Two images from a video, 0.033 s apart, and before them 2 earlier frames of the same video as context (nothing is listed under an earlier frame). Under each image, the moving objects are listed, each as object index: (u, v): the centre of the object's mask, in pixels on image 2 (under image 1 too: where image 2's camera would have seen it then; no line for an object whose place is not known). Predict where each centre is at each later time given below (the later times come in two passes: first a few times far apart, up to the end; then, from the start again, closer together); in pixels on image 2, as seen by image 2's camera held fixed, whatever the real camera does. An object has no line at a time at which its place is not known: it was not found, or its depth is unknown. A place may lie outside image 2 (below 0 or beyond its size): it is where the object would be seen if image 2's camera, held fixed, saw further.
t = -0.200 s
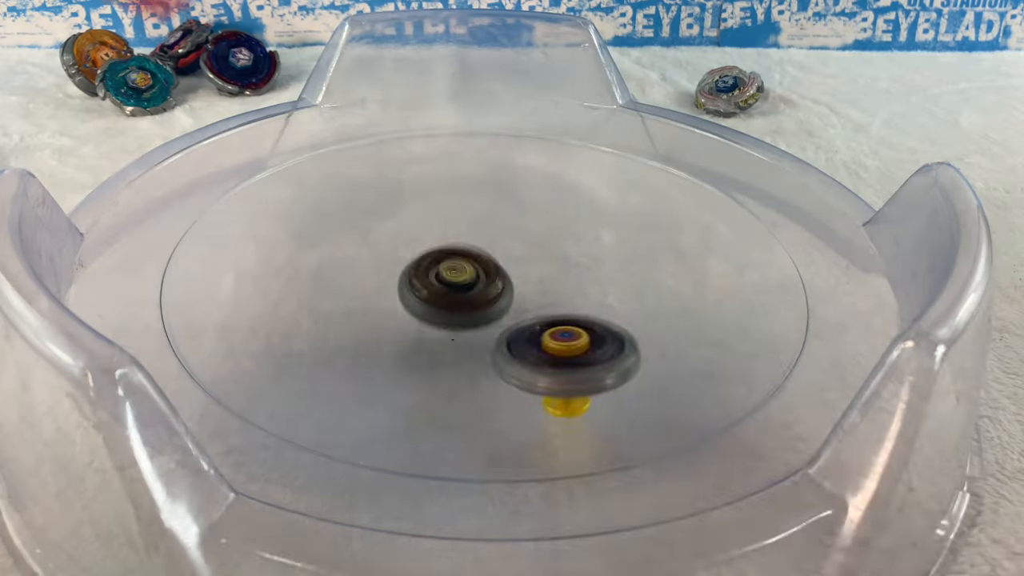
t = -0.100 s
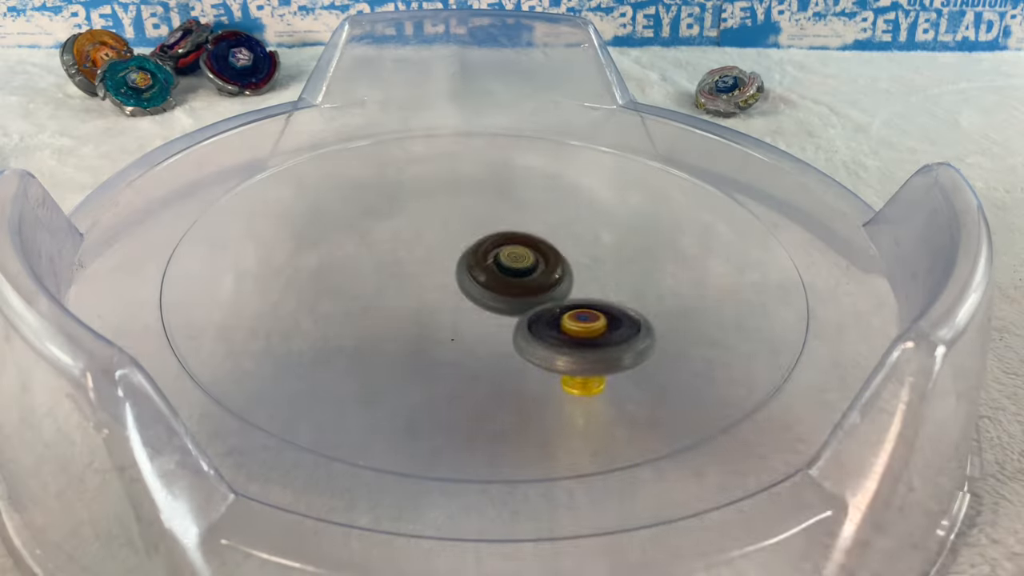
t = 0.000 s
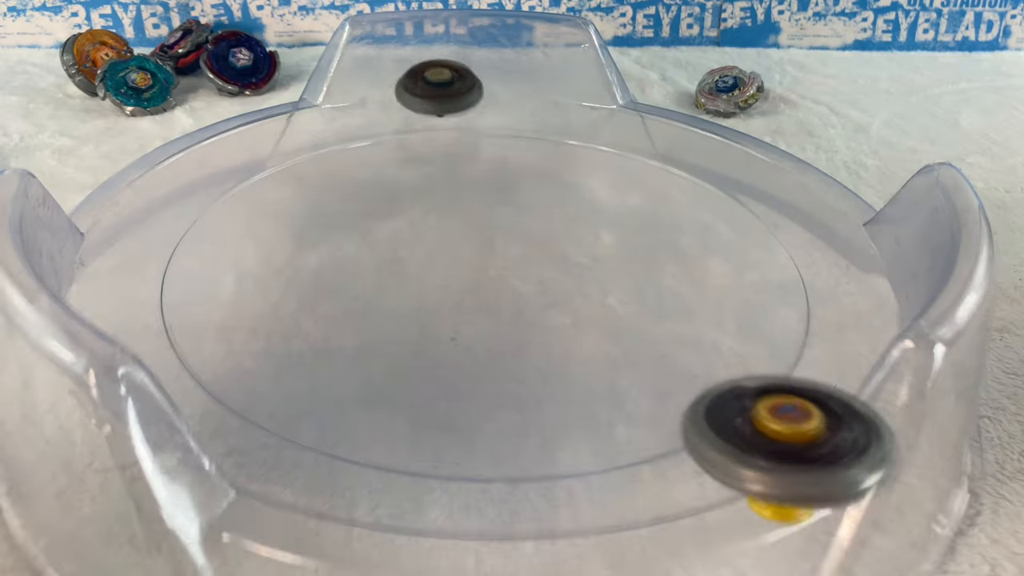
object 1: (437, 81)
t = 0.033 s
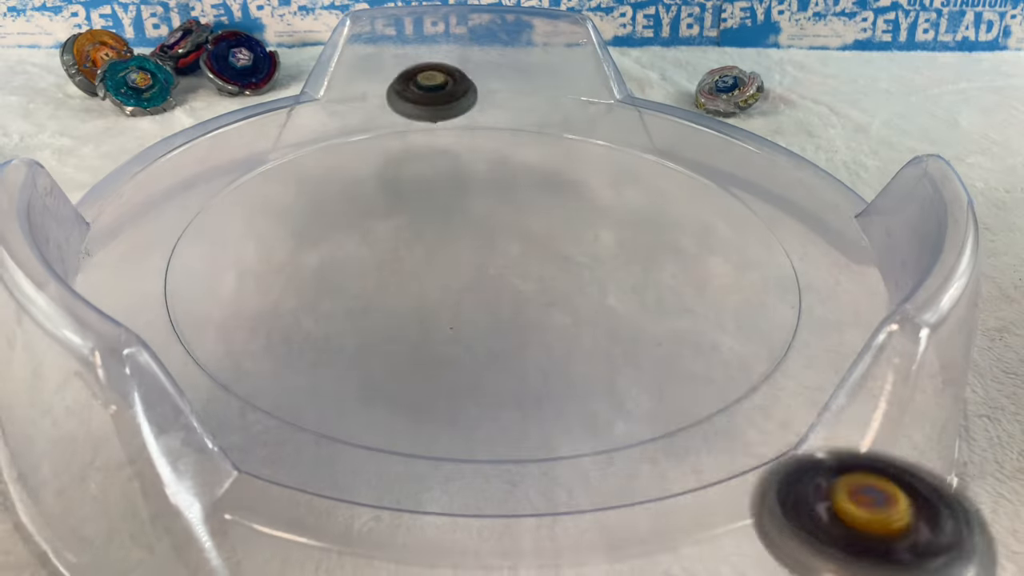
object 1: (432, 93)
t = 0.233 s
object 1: (405, 261)
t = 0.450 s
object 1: (604, 346)
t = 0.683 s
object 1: (791, 255)
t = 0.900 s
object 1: (709, 189)
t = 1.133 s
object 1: (551, 188)
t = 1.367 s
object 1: (421, 281)
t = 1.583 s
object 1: (547, 370)
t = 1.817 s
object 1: (741, 339)
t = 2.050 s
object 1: (710, 264)
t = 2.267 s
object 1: (530, 226)
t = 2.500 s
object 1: (322, 273)
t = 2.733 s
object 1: (346, 375)
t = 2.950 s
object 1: (515, 390)
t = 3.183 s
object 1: (614, 291)
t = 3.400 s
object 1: (484, 206)
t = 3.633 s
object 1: (277, 208)
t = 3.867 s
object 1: (216, 279)
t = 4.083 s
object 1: (354, 337)
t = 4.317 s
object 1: (547, 284)
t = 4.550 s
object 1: (492, 177)
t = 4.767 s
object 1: (356, 153)
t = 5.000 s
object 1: (291, 219)
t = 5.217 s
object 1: (413, 292)
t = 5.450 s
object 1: (588, 252)
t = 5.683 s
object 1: (577, 171)
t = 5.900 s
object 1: (485, 158)
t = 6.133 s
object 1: (426, 209)
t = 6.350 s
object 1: (474, 272)
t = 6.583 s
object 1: (602, 279)
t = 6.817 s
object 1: (648, 236)
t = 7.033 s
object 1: (590, 213)
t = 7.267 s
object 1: (506, 240)
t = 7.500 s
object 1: (496, 294)
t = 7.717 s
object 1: (560, 319)
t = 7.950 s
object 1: (618, 297)
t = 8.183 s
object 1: (561, 265)
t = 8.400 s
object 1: (470, 268)
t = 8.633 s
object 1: (416, 301)
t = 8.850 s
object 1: (450, 328)
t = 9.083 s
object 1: (510, 304)
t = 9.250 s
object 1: (489, 271)
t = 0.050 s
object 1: (428, 103)
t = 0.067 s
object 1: (425, 120)
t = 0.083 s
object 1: (422, 141)
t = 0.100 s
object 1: (418, 158)
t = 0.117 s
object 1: (414, 166)
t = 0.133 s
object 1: (410, 180)
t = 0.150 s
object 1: (407, 199)
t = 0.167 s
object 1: (404, 209)
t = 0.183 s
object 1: (403, 222)
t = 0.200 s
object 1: (402, 237)
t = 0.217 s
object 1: (403, 250)
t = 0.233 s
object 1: (405, 261)
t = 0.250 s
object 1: (410, 273)
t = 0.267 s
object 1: (416, 284)
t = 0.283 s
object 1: (425, 295)
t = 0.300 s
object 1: (435, 305)
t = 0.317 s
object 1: (448, 314)
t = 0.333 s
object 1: (462, 321)
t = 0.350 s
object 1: (479, 329)
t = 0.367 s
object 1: (497, 334)
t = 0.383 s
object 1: (517, 340)
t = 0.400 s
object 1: (538, 343)
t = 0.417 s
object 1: (560, 346)
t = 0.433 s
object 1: (582, 346)
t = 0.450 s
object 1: (604, 346)
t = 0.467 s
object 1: (627, 343)
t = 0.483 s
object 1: (650, 341)
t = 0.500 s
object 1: (671, 336)
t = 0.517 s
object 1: (692, 331)
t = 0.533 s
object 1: (711, 324)
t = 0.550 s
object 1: (730, 318)
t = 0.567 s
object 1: (747, 310)
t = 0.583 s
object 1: (762, 303)
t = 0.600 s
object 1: (776, 295)
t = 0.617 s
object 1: (788, 287)
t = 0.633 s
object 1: (797, 278)
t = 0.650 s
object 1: (799, 267)
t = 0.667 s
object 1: (797, 262)
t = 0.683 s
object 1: (791, 255)
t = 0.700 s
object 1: (784, 247)
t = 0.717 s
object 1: (777, 240)
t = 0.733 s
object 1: (770, 233)
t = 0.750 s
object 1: (764, 226)
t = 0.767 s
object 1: (758, 220)
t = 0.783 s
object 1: (752, 215)
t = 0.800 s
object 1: (746, 210)
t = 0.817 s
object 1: (740, 206)
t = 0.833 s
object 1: (734, 202)
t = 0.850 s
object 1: (728, 198)
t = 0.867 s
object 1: (722, 195)
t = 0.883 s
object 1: (716, 192)
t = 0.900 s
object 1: (709, 189)
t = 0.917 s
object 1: (701, 187)
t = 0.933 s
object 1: (693, 185)
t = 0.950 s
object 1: (685, 183)
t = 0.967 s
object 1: (675, 182)
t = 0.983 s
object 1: (665, 180)
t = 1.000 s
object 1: (654, 180)
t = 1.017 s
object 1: (642, 179)
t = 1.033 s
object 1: (630, 179)
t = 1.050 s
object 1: (617, 179)
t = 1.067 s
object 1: (604, 180)
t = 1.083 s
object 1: (590, 181)
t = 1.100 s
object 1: (577, 183)
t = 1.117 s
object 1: (564, 185)
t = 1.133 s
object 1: (551, 188)
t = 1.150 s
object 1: (537, 192)
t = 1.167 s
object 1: (525, 195)
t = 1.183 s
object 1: (512, 200)
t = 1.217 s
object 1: (489, 211)
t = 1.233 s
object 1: (478, 217)
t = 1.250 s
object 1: (467, 224)
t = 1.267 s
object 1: (458, 231)
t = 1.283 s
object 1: (448, 239)
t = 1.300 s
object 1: (441, 246)
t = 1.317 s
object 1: (434, 255)
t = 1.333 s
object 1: (428, 263)
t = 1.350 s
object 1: (424, 272)
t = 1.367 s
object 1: (421, 281)
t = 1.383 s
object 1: (420, 291)
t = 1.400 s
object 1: (421, 299)
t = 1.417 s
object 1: (423, 309)
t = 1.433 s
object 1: (428, 317)
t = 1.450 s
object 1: (434, 326)
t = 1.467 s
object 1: (443, 333)
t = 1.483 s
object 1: (453, 341)
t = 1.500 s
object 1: (464, 348)
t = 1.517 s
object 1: (478, 354)
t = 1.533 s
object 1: (493, 359)
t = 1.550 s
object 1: (510, 364)
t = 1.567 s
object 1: (528, 367)
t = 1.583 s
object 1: (547, 370)
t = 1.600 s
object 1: (566, 372)
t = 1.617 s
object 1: (586, 372)
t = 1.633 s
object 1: (605, 373)
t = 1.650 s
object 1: (623, 371)
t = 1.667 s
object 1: (640, 370)
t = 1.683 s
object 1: (656, 368)
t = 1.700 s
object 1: (671, 366)
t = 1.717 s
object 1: (684, 362)
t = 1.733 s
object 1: (697, 360)
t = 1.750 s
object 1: (708, 356)
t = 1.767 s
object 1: (718, 352)
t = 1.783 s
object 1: (726, 348)
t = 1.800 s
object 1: (735, 344)
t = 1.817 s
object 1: (741, 339)
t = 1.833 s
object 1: (746, 334)
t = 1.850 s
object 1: (750, 329)
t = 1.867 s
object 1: (753, 323)
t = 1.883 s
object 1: (754, 319)
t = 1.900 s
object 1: (754, 313)
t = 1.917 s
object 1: (754, 308)
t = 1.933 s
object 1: (752, 303)
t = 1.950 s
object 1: (750, 297)
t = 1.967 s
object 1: (745, 292)
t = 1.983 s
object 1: (741, 286)
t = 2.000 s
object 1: (735, 281)
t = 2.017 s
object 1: (728, 275)
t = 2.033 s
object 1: (720, 270)
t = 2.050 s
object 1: (710, 264)
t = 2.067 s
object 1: (701, 259)
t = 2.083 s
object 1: (690, 253)
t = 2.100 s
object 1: (679, 249)
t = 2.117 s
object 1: (666, 245)
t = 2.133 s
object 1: (653, 240)
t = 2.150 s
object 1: (639, 237)
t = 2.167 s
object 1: (624, 234)
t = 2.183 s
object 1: (609, 232)
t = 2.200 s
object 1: (594, 229)
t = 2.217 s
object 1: (579, 228)
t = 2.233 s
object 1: (562, 227)
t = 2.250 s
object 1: (546, 226)
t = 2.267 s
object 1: (530, 226)
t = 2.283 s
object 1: (513, 226)
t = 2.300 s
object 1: (496, 226)
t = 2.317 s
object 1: (479, 227)
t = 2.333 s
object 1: (463, 229)
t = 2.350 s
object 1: (445, 231)
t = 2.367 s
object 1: (430, 234)
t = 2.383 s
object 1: (414, 237)
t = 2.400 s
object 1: (399, 240)
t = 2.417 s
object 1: (384, 245)
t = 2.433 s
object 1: (370, 249)
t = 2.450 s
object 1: (357, 254)
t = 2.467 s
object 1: (344, 260)
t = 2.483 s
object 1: (333, 266)
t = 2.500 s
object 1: (322, 273)
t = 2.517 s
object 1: (314, 279)
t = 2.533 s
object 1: (307, 287)
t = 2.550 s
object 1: (302, 294)
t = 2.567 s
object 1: (298, 303)
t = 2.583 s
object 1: (295, 311)
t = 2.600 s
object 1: (295, 319)
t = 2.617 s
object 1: (296, 327)
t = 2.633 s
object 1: (300, 335)
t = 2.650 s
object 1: (305, 344)
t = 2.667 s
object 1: (312, 351)
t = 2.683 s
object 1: (319, 358)
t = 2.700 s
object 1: (327, 364)
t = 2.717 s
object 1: (337, 370)
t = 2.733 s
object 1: (346, 375)
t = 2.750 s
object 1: (358, 380)
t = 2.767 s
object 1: (369, 384)
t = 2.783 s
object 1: (383, 388)
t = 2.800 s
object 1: (396, 391)
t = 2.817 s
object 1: (408, 393)
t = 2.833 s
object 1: (422, 395)
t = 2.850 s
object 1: (435, 397)
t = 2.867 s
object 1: (450, 397)
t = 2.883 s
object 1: (463, 397)
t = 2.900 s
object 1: (476, 396)
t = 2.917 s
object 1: (489, 395)
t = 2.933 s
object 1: (501, 393)
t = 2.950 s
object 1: (515, 390)
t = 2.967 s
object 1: (526, 388)
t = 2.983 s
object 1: (539, 383)
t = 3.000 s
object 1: (550, 379)
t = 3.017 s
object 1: (560, 374)
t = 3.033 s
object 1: (572, 357)
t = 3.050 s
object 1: (581, 363)
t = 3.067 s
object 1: (591, 356)
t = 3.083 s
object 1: (599, 349)
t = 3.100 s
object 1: (606, 341)
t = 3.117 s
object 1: (610, 334)
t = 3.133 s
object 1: (614, 315)
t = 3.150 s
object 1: (616, 307)
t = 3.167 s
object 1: (616, 299)
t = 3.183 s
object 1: (614, 291)
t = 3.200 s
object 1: (610, 283)
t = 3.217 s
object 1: (605, 275)
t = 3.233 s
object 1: (600, 268)
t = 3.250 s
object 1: (592, 260)
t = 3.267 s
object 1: (583, 252)
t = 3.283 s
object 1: (574, 246)
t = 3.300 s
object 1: (563, 239)
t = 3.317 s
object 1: (552, 233)
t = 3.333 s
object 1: (539, 227)
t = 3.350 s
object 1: (526, 221)
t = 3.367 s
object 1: (513, 215)
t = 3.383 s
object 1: (498, 210)
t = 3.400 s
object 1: (484, 206)
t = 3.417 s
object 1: (469, 202)
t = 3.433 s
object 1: (453, 198)
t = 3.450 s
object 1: (438, 195)
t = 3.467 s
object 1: (422, 193)
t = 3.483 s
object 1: (406, 191)
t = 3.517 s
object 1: (375, 188)
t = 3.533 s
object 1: (360, 188)
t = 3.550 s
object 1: (344, 188)
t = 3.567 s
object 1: (331, 198)
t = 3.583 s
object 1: (316, 200)
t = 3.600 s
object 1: (303, 201)
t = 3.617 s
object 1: (290, 204)
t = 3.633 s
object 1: (277, 208)
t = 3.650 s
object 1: (266, 211)
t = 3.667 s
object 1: (255, 216)
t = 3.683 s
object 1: (246, 220)
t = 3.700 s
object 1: (238, 225)
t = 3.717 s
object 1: (230, 230)
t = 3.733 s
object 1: (224, 235)
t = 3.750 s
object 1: (219, 241)
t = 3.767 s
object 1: (215, 246)
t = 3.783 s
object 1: (213, 252)
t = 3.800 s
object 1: (211, 257)
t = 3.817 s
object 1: (211, 263)
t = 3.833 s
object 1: (212, 269)
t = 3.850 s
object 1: (213, 273)
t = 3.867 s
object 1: (216, 279)
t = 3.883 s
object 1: (219, 285)
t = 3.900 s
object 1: (225, 289)
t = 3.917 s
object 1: (231, 294)
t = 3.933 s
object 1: (237, 299)
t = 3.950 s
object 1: (245, 304)
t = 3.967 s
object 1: (254, 308)
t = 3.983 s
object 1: (264, 312)
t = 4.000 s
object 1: (276, 317)
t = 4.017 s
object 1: (288, 322)
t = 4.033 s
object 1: (304, 326)
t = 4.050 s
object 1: (320, 331)
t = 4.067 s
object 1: (336, 333)
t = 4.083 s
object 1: (354, 337)
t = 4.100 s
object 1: (372, 338)
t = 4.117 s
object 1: (391, 339)
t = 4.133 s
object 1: (410, 339)
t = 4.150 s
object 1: (427, 338)
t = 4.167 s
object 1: (445, 336)
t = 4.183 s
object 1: (461, 333)
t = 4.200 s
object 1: (476, 329)
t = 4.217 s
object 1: (490, 324)
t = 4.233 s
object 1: (503, 319)
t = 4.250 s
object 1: (515, 313)
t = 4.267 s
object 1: (525, 306)
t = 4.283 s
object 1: (533, 299)
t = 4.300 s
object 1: (541, 292)
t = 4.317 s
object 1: (547, 284)
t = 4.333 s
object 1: (550, 275)
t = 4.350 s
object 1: (553, 267)
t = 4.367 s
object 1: (554, 258)
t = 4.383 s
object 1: (555, 249)
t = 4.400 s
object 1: (553, 241)
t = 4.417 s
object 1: (550, 233)
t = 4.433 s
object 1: (546, 225)
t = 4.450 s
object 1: (541, 217)
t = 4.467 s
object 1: (535, 209)
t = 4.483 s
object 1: (528, 202)
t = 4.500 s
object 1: (520, 195)
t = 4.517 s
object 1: (511, 188)
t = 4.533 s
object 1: (502, 183)
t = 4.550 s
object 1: (492, 177)
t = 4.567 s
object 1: (483, 172)
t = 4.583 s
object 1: (472, 167)
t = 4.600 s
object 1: (461, 163)
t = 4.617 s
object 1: (450, 160)
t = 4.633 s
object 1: (439, 157)
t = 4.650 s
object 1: (428, 155)
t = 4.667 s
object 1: (418, 153)
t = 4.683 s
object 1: (407, 152)
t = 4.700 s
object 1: (396, 151)
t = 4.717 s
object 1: (386, 151)
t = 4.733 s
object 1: (375, 151)
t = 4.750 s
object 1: (366, 152)
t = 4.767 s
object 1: (356, 153)
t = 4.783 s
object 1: (346, 155)
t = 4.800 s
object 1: (338, 157)
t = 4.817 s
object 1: (330, 160)
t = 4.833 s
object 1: (322, 163)
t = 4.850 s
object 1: (316, 166)
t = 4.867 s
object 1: (310, 171)
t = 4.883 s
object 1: (304, 175)
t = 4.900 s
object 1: (300, 180)
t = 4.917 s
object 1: (296, 186)
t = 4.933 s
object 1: (293, 192)
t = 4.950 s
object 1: (291, 198)
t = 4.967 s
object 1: (289, 205)
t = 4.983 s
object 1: (290, 212)
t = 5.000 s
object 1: (291, 219)
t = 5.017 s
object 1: (293, 226)
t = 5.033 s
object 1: (298, 233)
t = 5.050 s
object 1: (303, 240)
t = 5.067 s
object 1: (309, 247)
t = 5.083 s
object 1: (317, 254)
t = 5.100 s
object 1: (325, 260)
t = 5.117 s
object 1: (334, 266)
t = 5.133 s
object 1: (346, 272)
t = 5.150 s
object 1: (357, 278)
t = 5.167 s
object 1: (370, 281)
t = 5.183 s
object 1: (384, 286)
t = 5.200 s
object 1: (398, 290)
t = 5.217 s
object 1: (413, 292)
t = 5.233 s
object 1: (427, 294)
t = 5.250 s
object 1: (442, 295)
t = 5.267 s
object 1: (458, 295)
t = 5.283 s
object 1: (474, 295)
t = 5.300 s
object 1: (488, 294)
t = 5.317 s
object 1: (504, 291)
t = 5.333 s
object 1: (517, 289)
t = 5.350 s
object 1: (530, 285)
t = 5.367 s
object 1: (542, 281)
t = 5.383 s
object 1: (554, 276)
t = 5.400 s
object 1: (564, 270)
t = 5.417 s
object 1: (573, 264)
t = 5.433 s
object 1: (581, 258)
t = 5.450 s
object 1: (588, 252)
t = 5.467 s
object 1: (594, 246)
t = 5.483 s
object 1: (598, 239)
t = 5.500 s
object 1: (600, 232)
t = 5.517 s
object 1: (603, 226)
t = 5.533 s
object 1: (604, 219)
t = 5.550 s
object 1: (603, 213)
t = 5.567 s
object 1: (603, 206)
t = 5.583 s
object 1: (601, 201)
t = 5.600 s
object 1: (598, 195)
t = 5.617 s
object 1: (595, 189)
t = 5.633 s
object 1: (591, 184)
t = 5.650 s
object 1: (587, 180)
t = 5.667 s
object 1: (582, 175)
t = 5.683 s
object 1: (577, 171)
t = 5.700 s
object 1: (570, 168)
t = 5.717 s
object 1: (564, 165)
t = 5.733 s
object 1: (557, 162)
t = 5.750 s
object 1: (550, 160)
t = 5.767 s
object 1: (543, 158)
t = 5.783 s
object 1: (536, 156)
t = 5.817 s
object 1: (521, 154)
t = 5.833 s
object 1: (514, 154)
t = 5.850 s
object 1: (506, 155)
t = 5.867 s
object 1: (499, 155)
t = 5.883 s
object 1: (492, 156)
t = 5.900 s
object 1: (485, 158)
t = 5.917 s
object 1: (479, 159)
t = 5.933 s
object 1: (472, 162)
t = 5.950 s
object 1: (466, 164)
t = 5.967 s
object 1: (460, 166)
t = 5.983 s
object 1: (455, 170)
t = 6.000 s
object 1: (449, 173)
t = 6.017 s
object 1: (445, 177)
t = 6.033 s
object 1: (440, 181)
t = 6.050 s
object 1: (436, 186)
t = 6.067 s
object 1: (433, 189)
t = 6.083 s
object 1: (430, 194)
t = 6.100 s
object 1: (428, 199)
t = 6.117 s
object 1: (426, 204)
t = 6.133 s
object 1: (426, 209)
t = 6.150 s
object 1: (425, 215)
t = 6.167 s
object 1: (426, 219)
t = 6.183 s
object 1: (427, 225)
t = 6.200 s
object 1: (429, 231)
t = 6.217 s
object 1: (431, 235)
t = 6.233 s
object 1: (434, 241)
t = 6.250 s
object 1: (438, 247)
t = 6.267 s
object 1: (442, 251)
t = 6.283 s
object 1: (448, 256)
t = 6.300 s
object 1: (453, 261)
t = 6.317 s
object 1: (459, 264)
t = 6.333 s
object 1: (467, 268)
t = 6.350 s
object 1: (474, 272)
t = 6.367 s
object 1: (482, 275)
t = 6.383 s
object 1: (491, 278)
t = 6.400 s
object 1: (499, 281)
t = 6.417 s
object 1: (508, 283)
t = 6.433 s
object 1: (518, 284)
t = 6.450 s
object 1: (528, 286)
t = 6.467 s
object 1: (537, 286)
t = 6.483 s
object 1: (548, 286)
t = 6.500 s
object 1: (557, 286)
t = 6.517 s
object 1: (567, 286)
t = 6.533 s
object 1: (576, 284)
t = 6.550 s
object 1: (585, 284)
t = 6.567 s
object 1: (594, 282)
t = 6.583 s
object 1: (602, 279)
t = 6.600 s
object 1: (609, 278)
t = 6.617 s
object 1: (616, 275)
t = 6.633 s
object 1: (622, 272)
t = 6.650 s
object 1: (628, 269)
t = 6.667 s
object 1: (633, 266)
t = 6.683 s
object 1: (637, 263)
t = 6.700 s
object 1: (641, 259)
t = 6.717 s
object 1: (643, 256)
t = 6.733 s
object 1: (646, 253)
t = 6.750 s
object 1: (647, 249)
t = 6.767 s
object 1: (648, 246)
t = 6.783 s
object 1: (649, 243)
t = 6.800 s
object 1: (648, 239)
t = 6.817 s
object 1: (648, 236)
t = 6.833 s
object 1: (646, 233)
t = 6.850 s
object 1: (644, 231)
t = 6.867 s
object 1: (641, 228)
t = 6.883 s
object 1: (638, 225)
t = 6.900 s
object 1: (634, 223)
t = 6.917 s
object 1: (629, 220)
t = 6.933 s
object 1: (625, 218)
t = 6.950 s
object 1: (620, 217)
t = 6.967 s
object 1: (614, 215)
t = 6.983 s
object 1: (609, 214)
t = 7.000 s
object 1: (603, 213)
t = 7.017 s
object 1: (596, 213)
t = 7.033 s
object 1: (590, 213)
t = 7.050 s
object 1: (584, 213)
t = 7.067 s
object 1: (577, 214)
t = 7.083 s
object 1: (570, 214)
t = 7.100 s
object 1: (563, 216)
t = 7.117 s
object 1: (557, 217)
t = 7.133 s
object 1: (550, 219)
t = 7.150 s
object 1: (544, 220)
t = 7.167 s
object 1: (538, 223)
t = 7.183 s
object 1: (531, 226)
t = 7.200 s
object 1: (525, 228)
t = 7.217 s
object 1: (520, 231)
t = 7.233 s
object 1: (515, 234)
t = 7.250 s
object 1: (510, 237)
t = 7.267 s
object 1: (506, 240)
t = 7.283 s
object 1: (502, 244)
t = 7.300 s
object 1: (498, 248)
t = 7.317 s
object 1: (496, 252)
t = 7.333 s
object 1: (493, 256)
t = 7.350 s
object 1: (491, 260)
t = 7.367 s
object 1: (489, 264)
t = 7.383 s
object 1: (489, 268)
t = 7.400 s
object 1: (488, 272)
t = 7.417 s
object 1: (488, 276)
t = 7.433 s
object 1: (489, 280)
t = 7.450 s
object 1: (490, 284)
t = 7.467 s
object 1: (491, 288)
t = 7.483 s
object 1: (493, 290)
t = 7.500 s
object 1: (496, 294)
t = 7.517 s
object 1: (499, 297)
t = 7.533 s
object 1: (502, 300)
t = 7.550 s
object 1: (507, 302)
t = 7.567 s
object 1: (511, 305)
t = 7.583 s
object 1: (516, 308)
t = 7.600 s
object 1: (521, 309)
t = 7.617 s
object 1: (527, 312)
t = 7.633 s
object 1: (532, 314)
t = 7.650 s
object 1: (537, 315)
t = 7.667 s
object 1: (543, 316)
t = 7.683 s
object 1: (549, 318)
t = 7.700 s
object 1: (555, 319)
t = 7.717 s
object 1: (560, 319)
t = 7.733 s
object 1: (567, 319)
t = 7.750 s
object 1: (573, 319)
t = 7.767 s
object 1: (578, 319)
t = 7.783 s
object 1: (584, 317)
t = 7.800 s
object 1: (590, 317)
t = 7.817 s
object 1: (595, 316)
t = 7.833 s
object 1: (599, 314)
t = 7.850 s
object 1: (604, 312)
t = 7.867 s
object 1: (608, 310)
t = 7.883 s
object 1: (612, 308)
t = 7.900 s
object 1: (614, 305)
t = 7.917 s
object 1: (617, 302)
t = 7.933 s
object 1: (618, 300)
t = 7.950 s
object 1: (618, 297)
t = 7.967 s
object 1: (618, 294)
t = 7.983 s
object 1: (617, 291)
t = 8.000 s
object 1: (616, 288)
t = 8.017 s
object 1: (613, 285)
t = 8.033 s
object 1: (611, 282)
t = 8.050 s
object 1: (607, 280)
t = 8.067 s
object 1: (603, 277)
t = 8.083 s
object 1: (597, 275)
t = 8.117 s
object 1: (587, 271)
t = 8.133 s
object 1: (580, 269)
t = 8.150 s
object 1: (574, 267)
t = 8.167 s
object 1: (568, 266)
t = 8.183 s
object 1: (561, 265)
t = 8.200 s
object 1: (554, 264)
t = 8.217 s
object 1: (547, 263)
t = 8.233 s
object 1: (540, 263)
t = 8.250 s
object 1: (533, 263)
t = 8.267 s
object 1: (525, 262)
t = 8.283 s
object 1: (518, 262)
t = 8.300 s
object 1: (511, 262)
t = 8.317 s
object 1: (504, 263)
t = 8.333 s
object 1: (497, 263)
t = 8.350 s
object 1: (491, 265)
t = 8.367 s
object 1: (484, 266)
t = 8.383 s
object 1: (477, 267)
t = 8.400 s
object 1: (470, 268)
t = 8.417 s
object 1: (464, 270)
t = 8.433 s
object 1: (458, 272)
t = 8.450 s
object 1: (451, 274)
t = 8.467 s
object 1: (446, 275)
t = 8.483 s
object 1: (441, 277)
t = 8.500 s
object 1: (436, 280)
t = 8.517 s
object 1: (431, 282)
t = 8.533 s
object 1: (428, 284)
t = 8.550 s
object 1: (425, 287)
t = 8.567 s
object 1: (423, 290)
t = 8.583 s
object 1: (420, 293)
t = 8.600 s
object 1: (419, 295)
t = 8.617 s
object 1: (417, 299)
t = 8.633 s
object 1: (416, 301)
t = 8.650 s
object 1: (415, 304)
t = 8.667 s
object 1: (416, 306)
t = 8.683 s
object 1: (416, 309)
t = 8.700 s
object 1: (417, 312)
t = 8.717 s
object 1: (419, 314)
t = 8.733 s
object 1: (421, 316)
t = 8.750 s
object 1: (424, 319)
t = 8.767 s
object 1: (427, 321)
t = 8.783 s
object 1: (431, 323)
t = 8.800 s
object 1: (435, 325)
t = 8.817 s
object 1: (440, 326)
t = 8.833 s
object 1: (445, 328)
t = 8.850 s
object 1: (450, 328)
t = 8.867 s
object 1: (457, 328)
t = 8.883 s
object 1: (462, 329)
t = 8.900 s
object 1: (468, 329)
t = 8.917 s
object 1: (473, 327)
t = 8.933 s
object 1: (479, 327)
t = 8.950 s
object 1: (484, 325)
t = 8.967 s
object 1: (489, 324)
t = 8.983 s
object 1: (494, 321)
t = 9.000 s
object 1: (499, 319)
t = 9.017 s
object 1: (502, 317)
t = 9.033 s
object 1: (505, 314)
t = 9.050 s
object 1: (507, 311)
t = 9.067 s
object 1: (509, 307)
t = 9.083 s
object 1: (510, 304)
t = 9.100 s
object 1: (510, 301)
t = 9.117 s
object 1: (509, 297)
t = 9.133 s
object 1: (509, 293)
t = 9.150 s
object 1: (508, 290)
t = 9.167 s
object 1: (506, 287)
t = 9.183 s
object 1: (503, 283)
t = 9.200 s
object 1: (500, 280)
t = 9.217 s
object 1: (497, 277)
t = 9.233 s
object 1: (493, 274)
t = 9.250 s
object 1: (489, 271)
